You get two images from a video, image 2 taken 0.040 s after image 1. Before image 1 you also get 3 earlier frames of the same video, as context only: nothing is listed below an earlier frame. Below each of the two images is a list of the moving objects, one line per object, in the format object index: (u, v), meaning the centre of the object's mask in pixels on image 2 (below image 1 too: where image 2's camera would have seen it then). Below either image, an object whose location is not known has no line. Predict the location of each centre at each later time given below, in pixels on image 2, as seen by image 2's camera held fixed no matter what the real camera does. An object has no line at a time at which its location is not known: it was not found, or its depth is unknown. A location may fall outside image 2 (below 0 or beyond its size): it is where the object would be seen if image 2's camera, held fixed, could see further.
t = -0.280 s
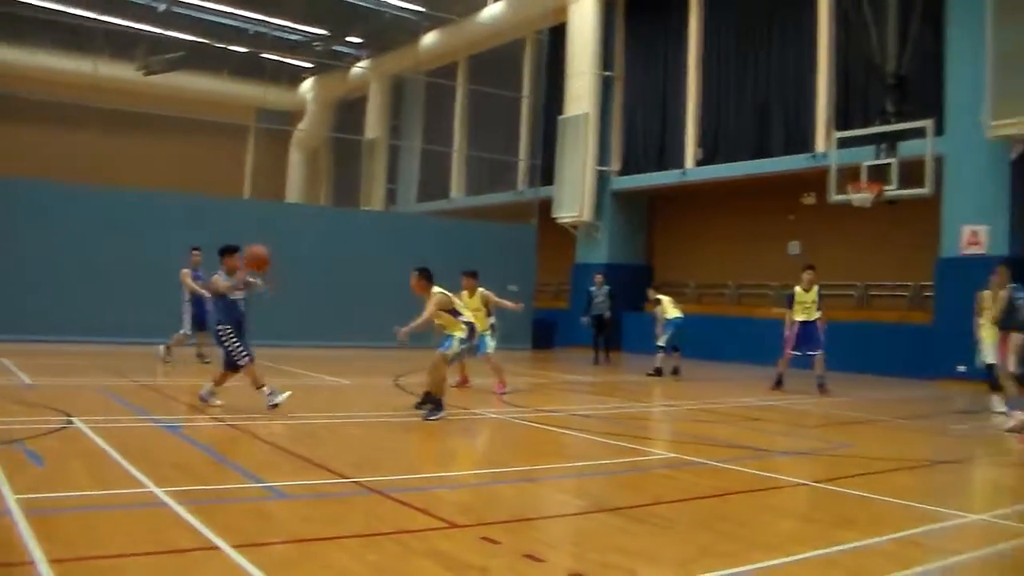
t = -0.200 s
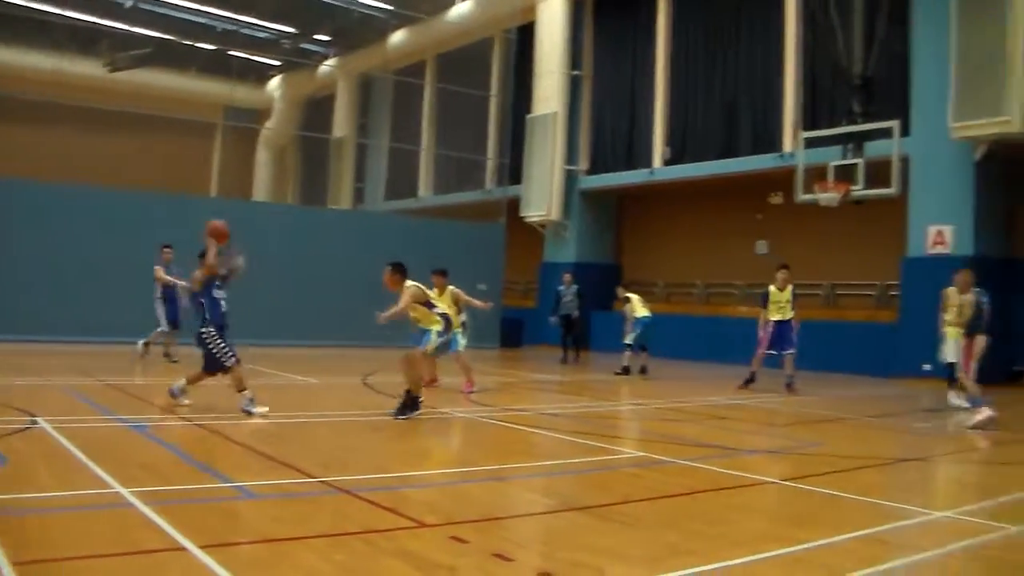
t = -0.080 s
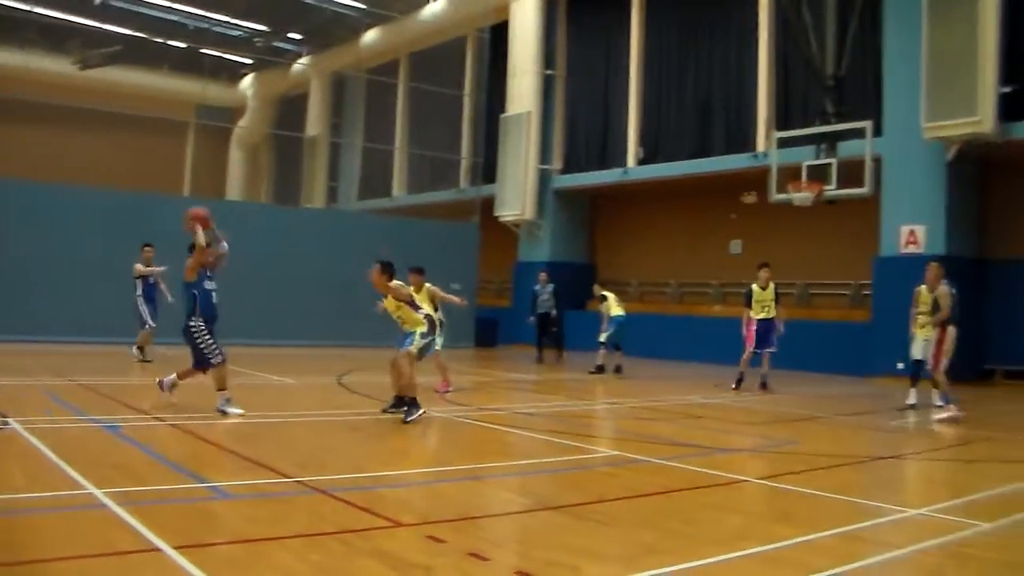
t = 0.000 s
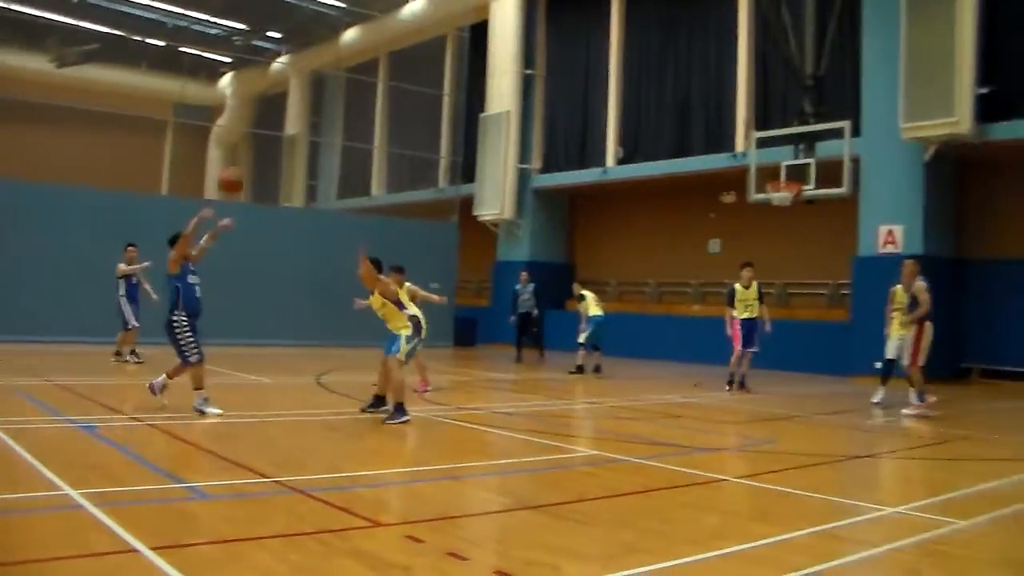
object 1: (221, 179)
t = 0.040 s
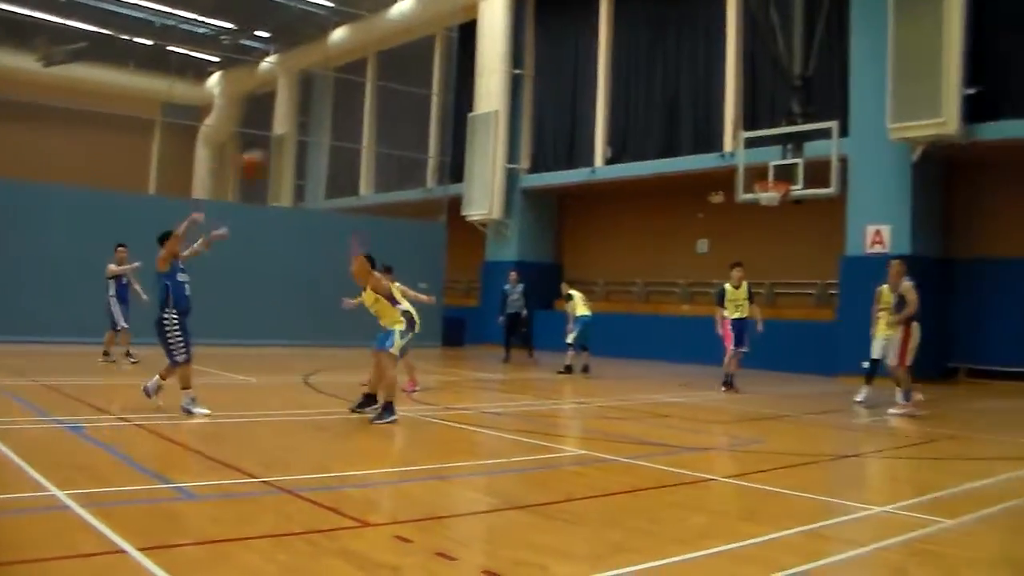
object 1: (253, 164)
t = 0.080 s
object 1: (282, 149)
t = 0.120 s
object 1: (314, 132)
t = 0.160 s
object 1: (347, 121)
